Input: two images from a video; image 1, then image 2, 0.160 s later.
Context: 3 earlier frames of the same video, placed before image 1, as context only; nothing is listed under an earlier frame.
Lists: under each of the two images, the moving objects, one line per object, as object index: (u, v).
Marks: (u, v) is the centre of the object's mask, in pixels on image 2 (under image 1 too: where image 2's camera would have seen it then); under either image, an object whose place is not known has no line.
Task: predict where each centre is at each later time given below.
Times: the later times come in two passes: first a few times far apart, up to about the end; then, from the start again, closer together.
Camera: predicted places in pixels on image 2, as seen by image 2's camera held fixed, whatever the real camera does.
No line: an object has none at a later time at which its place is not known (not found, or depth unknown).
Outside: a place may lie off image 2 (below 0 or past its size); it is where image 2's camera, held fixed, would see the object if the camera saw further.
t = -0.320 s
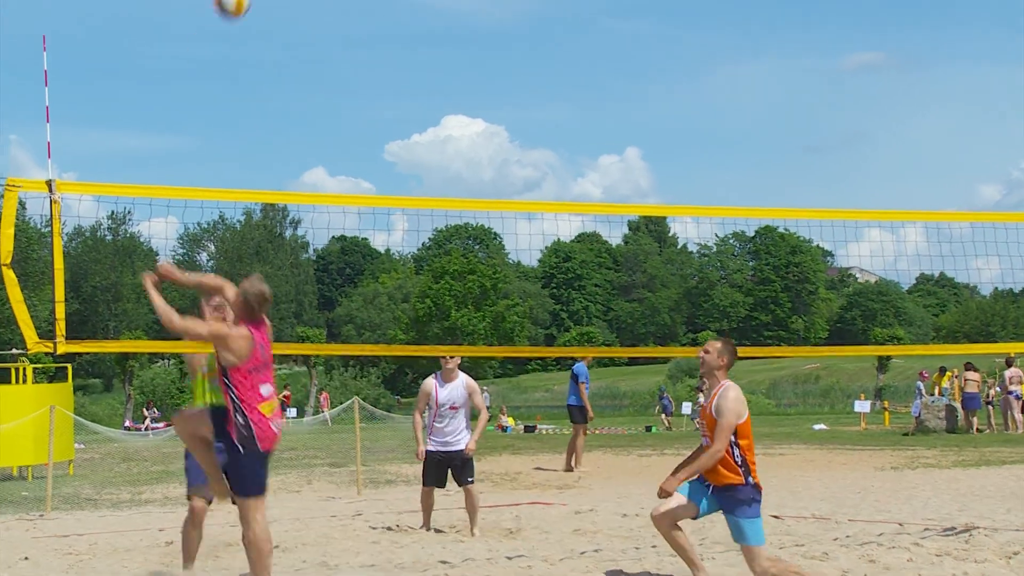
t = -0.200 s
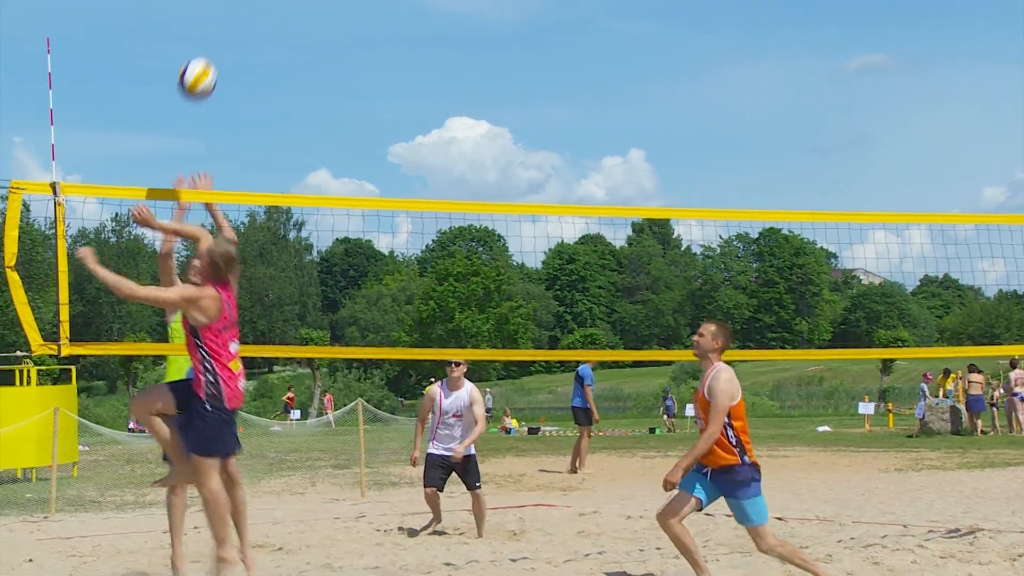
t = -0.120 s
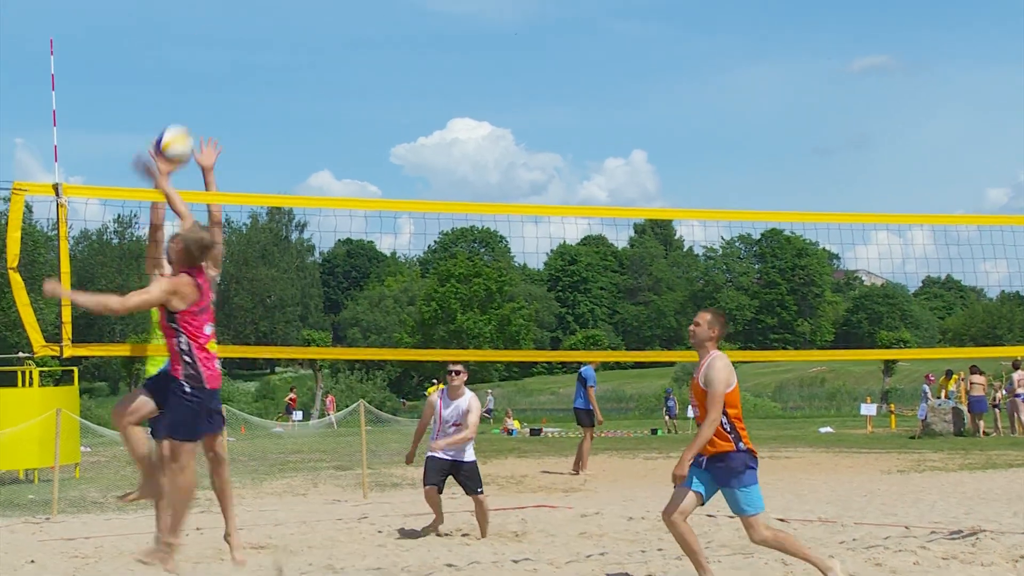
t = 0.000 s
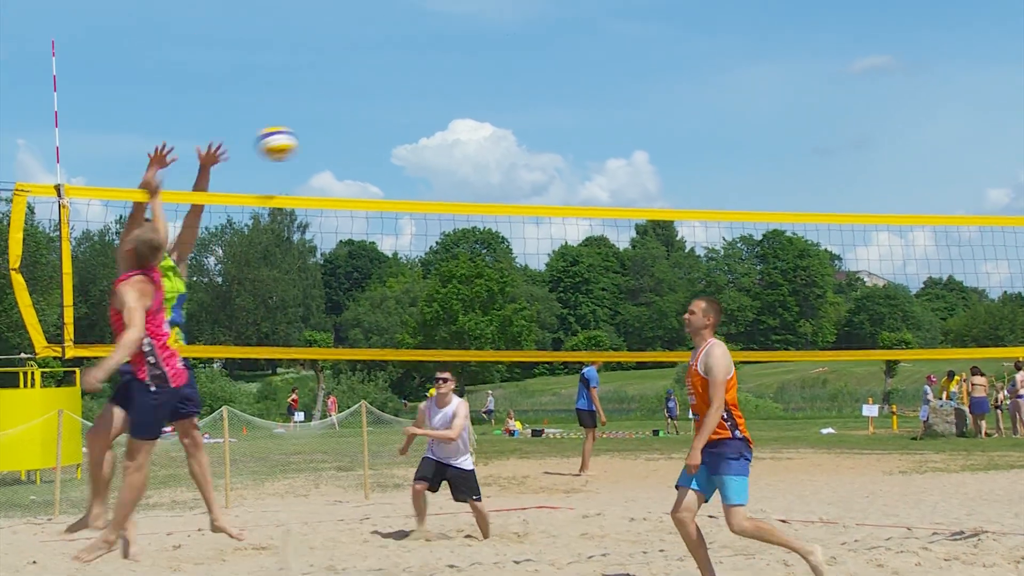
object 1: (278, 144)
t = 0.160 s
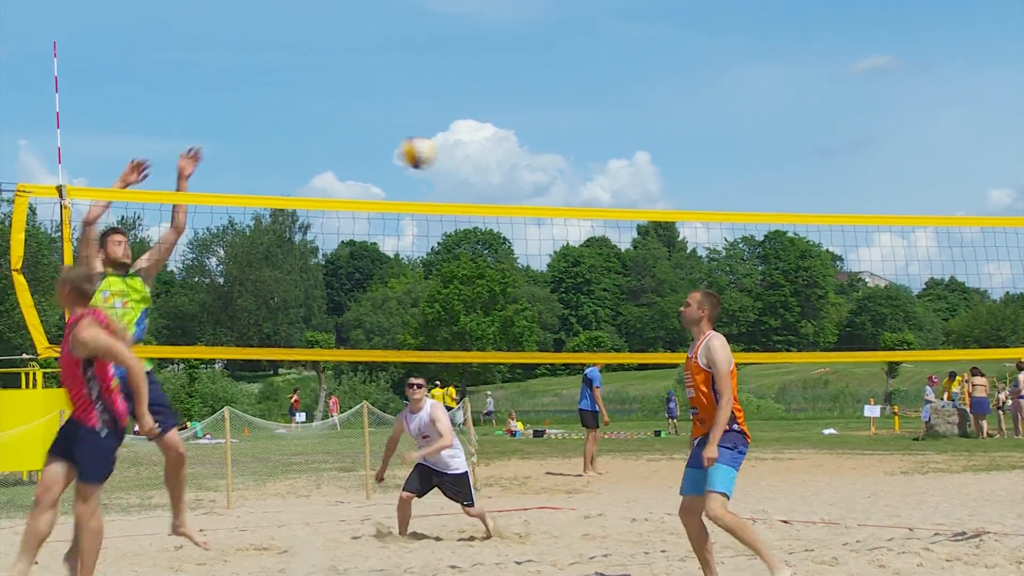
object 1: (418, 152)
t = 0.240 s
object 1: (480, 170)
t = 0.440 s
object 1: (623, 247)
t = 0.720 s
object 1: (793, 417)
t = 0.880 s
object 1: (879, 525)
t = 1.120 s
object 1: (989, 455)
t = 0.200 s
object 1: (449, 160)
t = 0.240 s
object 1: (480, 170)
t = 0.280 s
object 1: (510, 181)
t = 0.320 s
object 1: (539, 193)
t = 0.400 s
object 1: (595, 230)
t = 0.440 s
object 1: (623, 247)
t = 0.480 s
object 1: (646, 265)
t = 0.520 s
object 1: (673, 288)
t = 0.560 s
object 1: (693, 312)
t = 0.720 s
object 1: (793, 417)
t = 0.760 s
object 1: (817, 449)
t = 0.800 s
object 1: (837, 481)
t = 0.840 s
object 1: (858, 515)
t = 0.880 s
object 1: (879, 525)
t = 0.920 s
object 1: (899, 507)
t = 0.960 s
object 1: (916, 493)
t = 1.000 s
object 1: (934, 482)
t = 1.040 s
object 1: (954, 471)
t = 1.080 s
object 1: (973, 462)
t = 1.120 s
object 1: (989, 455)
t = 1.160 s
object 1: (1008, 452)
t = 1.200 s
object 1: (1017, 448)
